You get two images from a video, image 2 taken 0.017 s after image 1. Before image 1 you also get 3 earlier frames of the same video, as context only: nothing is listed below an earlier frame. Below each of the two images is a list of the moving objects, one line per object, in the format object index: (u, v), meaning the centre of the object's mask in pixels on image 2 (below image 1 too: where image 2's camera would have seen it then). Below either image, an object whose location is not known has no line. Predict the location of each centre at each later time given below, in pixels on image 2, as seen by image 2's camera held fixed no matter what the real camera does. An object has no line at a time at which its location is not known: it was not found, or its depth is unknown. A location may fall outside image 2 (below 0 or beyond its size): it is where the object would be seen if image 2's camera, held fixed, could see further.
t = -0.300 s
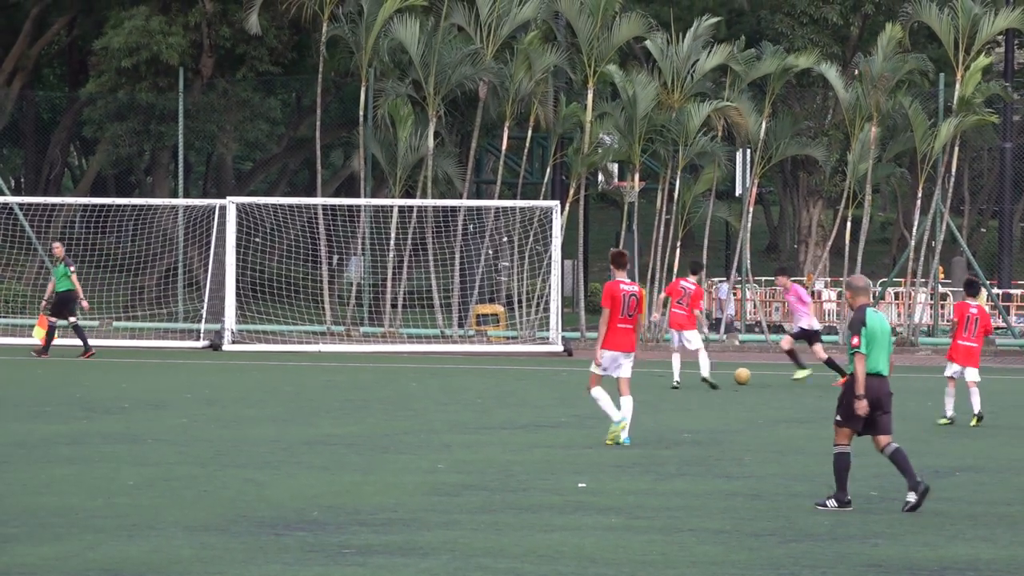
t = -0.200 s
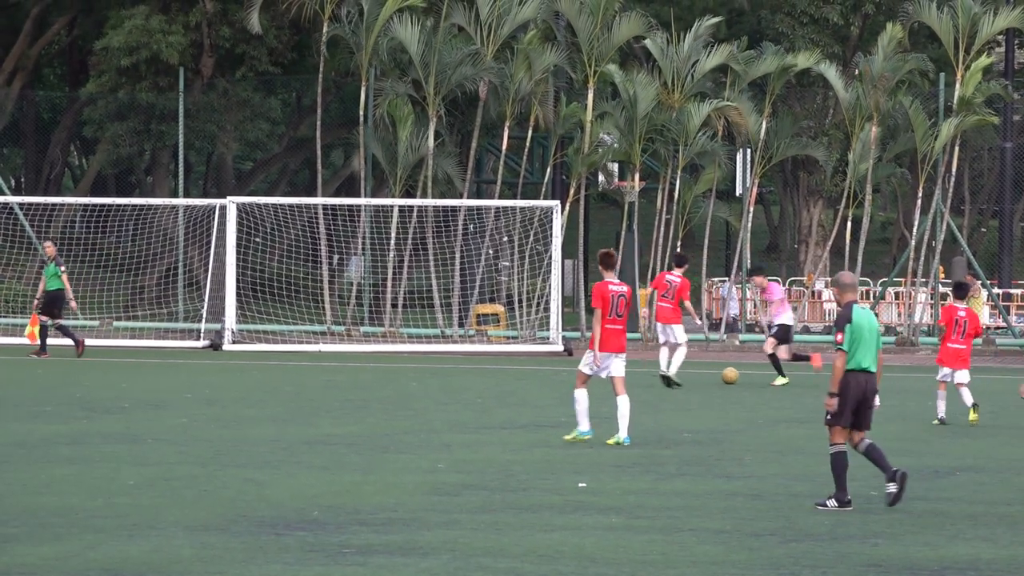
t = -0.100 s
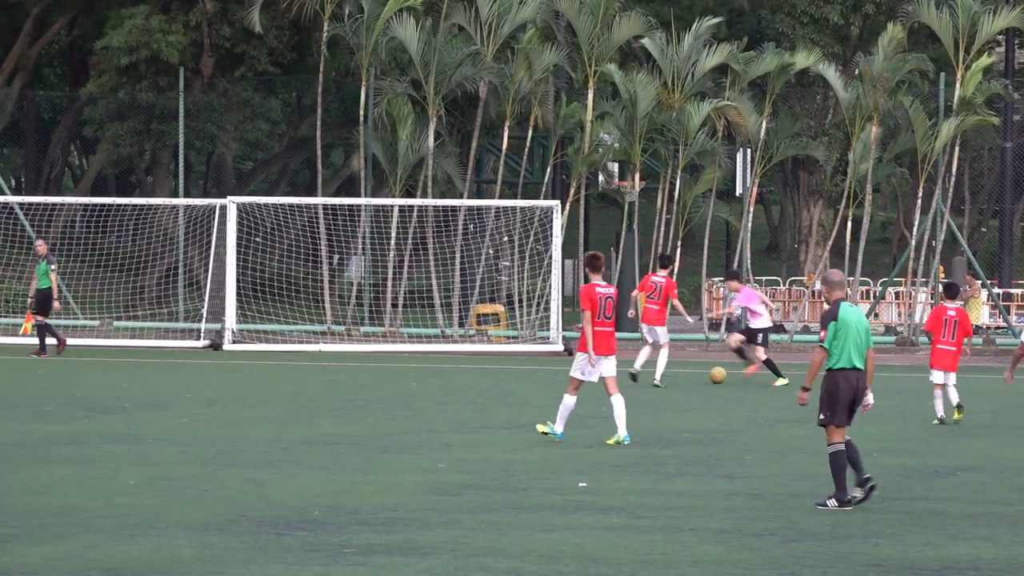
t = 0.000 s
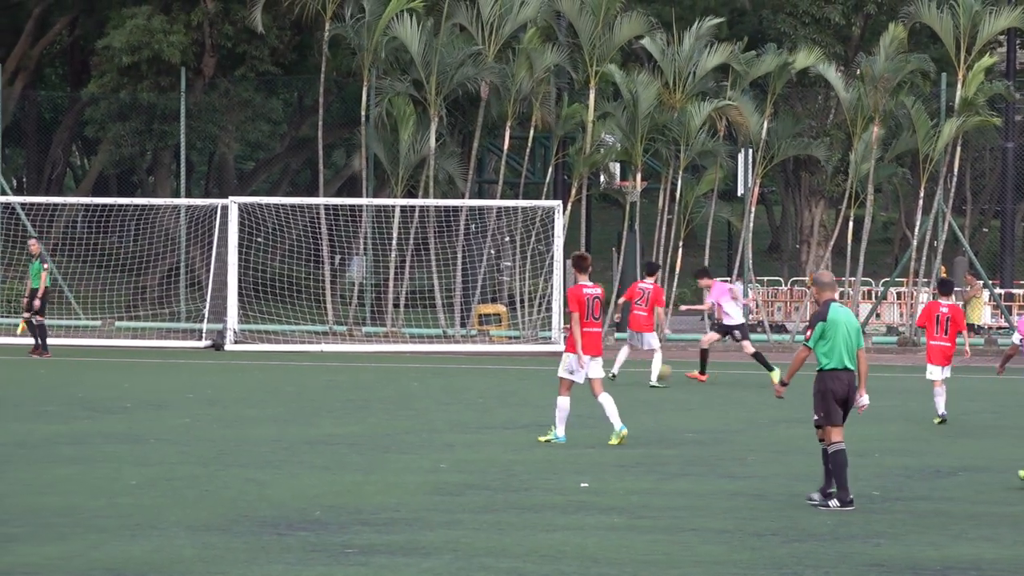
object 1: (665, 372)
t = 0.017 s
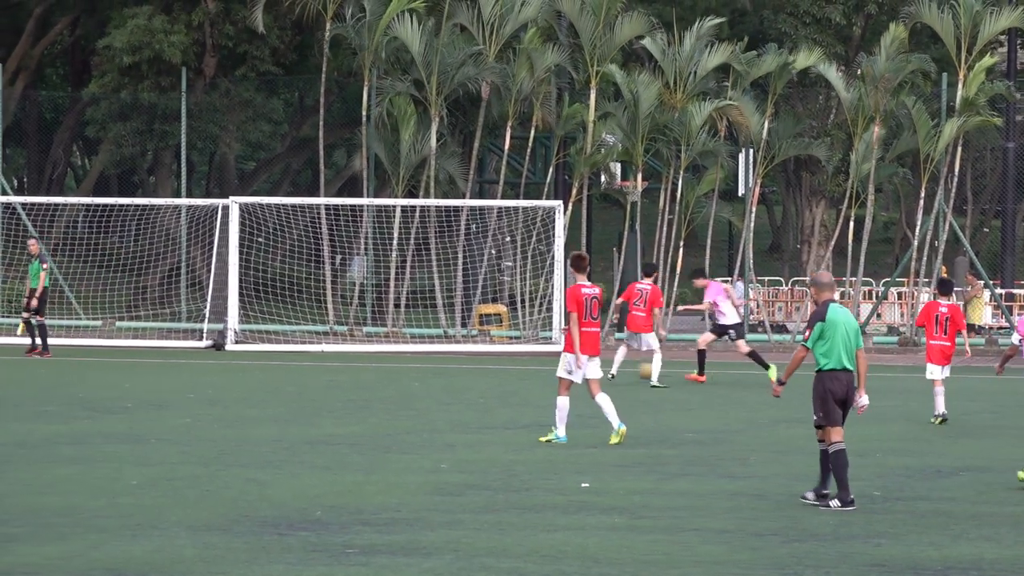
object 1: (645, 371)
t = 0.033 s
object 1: (634, 370)
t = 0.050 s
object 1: (622, 371)
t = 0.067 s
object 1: (603, 368)
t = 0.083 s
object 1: (595, 370)
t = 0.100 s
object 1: (587, 367)
